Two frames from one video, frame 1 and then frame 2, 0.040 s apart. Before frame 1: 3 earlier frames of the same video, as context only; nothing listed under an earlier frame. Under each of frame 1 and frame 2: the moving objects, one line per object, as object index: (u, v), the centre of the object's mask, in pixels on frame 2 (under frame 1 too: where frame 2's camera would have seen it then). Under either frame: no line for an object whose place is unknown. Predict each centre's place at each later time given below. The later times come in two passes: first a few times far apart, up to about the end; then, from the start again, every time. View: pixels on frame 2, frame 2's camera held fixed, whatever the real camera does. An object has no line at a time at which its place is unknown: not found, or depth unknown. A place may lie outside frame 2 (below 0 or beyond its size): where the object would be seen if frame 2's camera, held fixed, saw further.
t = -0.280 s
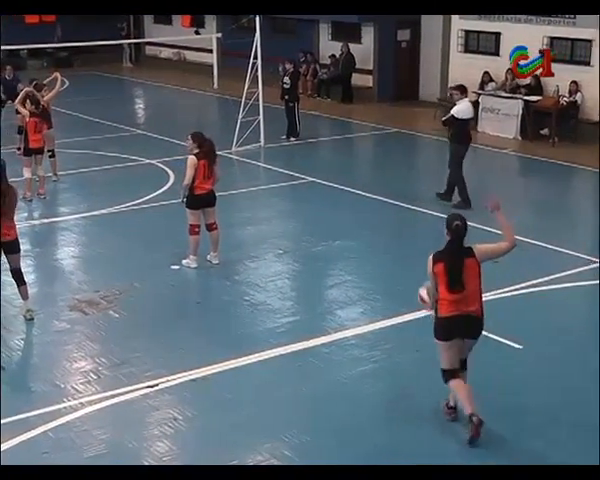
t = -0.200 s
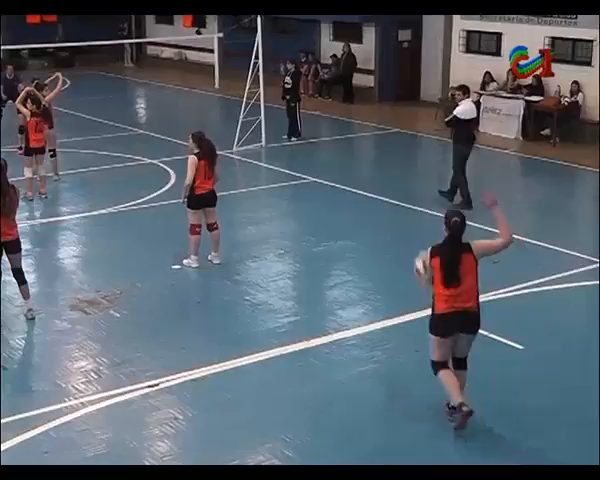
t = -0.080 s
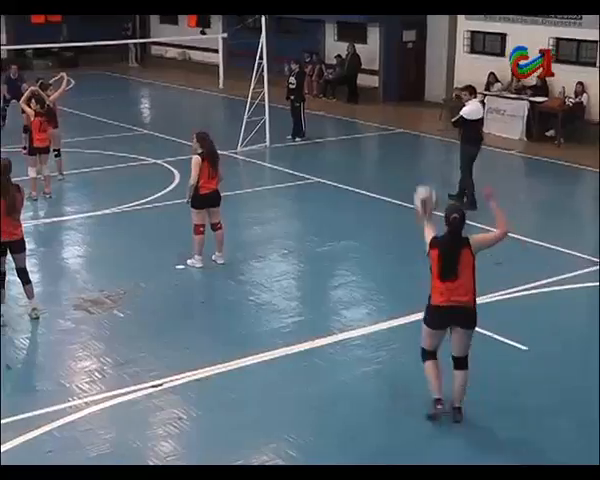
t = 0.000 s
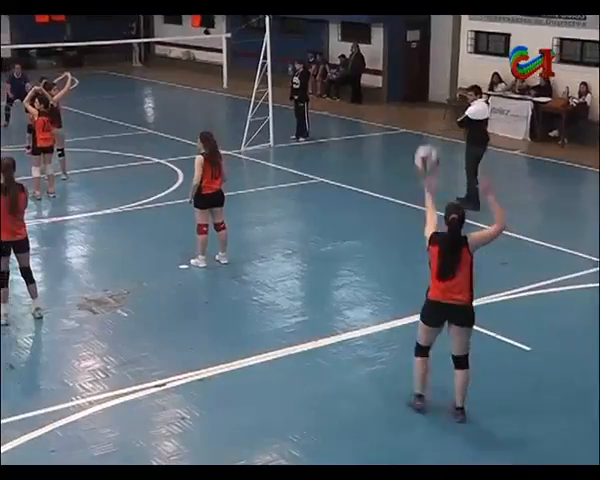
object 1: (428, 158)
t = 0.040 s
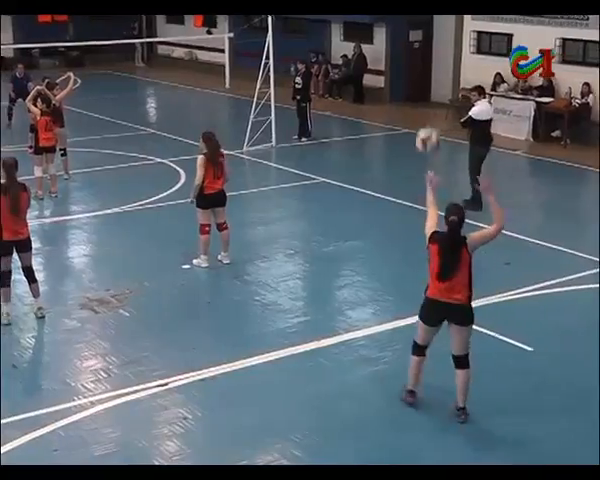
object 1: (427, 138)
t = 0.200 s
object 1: (422, 87)
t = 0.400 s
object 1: (413, 62)
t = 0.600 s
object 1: (402, 83)
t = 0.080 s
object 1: (425, 123)
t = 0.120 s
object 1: (425, 109)
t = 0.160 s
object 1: (422, 96)
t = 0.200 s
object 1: (422, 87)
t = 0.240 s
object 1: (420, 78)
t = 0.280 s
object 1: (418, 71)
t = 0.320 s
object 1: (416, 64)
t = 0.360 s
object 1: (415, 62)
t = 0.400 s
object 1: (413, 62)
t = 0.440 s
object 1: (411, 62)
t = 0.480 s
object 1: (409, 65)
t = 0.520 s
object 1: (406, 69)
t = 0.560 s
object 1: (404, 75)
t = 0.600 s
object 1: (402, 83)
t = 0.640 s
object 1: (399, 93)
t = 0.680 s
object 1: (396, 103)
